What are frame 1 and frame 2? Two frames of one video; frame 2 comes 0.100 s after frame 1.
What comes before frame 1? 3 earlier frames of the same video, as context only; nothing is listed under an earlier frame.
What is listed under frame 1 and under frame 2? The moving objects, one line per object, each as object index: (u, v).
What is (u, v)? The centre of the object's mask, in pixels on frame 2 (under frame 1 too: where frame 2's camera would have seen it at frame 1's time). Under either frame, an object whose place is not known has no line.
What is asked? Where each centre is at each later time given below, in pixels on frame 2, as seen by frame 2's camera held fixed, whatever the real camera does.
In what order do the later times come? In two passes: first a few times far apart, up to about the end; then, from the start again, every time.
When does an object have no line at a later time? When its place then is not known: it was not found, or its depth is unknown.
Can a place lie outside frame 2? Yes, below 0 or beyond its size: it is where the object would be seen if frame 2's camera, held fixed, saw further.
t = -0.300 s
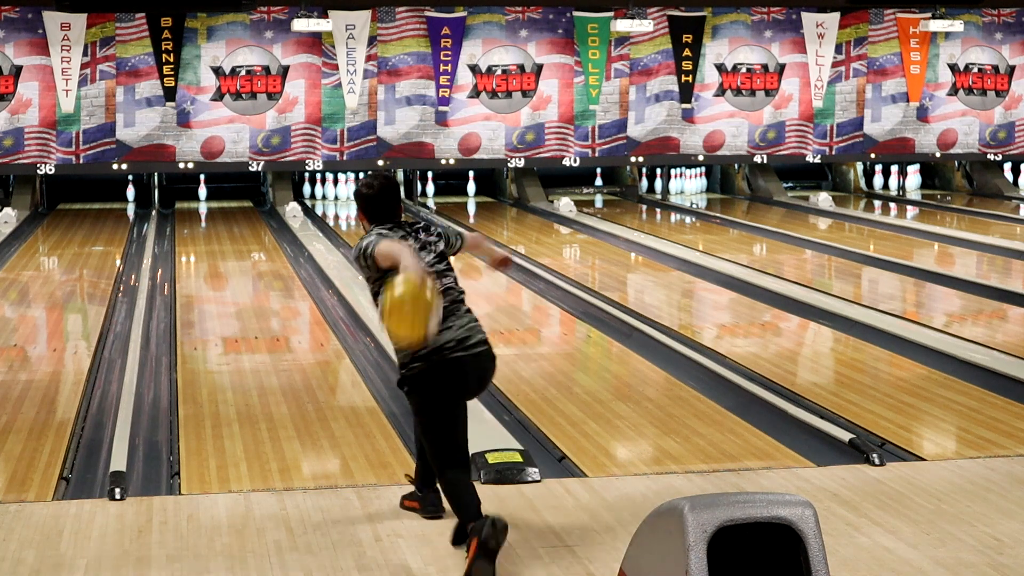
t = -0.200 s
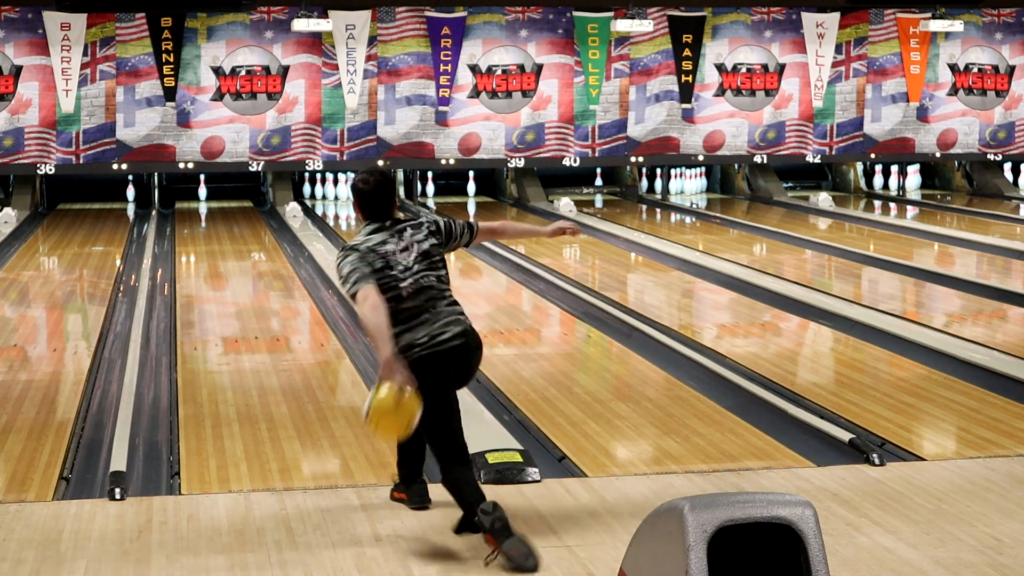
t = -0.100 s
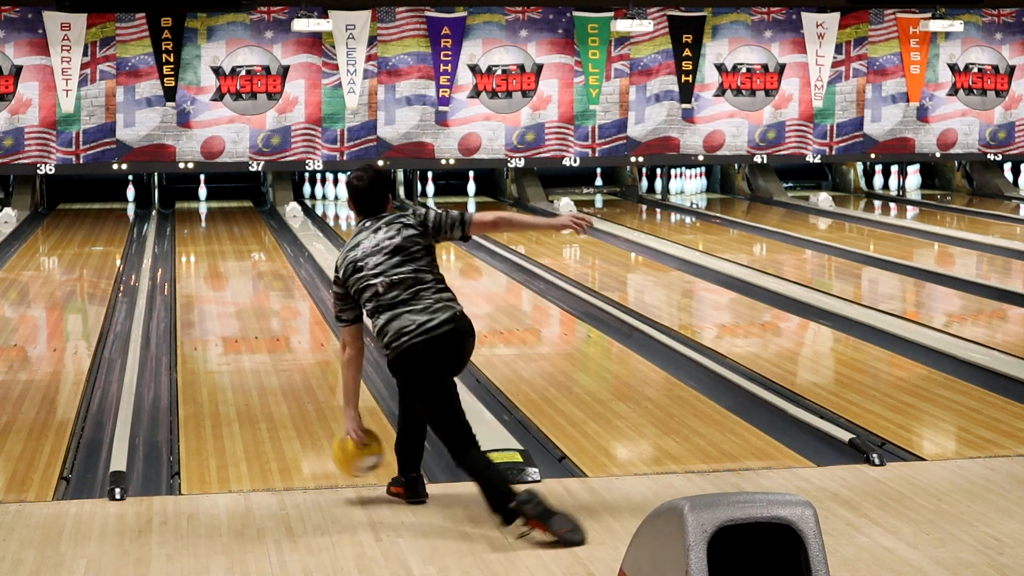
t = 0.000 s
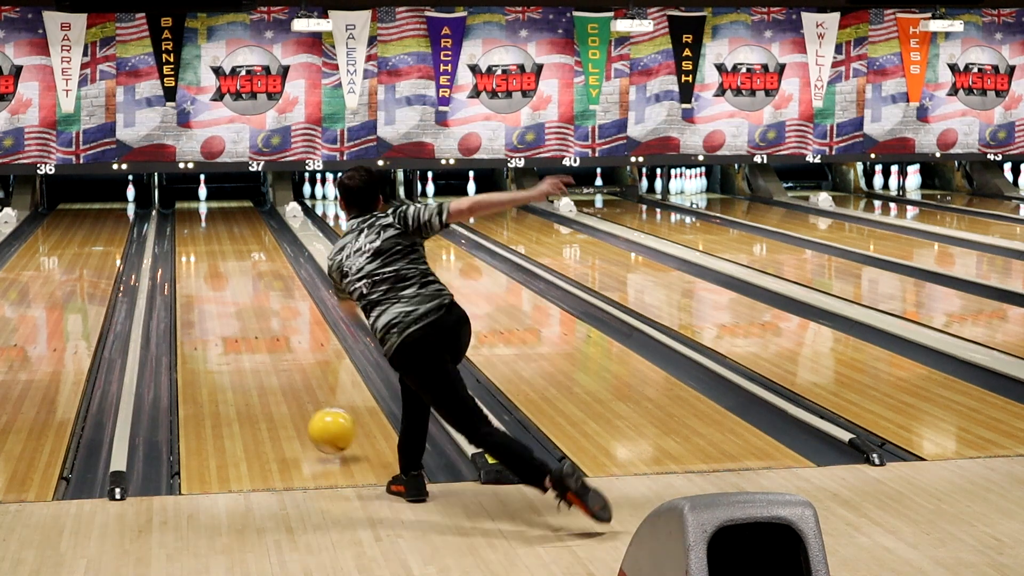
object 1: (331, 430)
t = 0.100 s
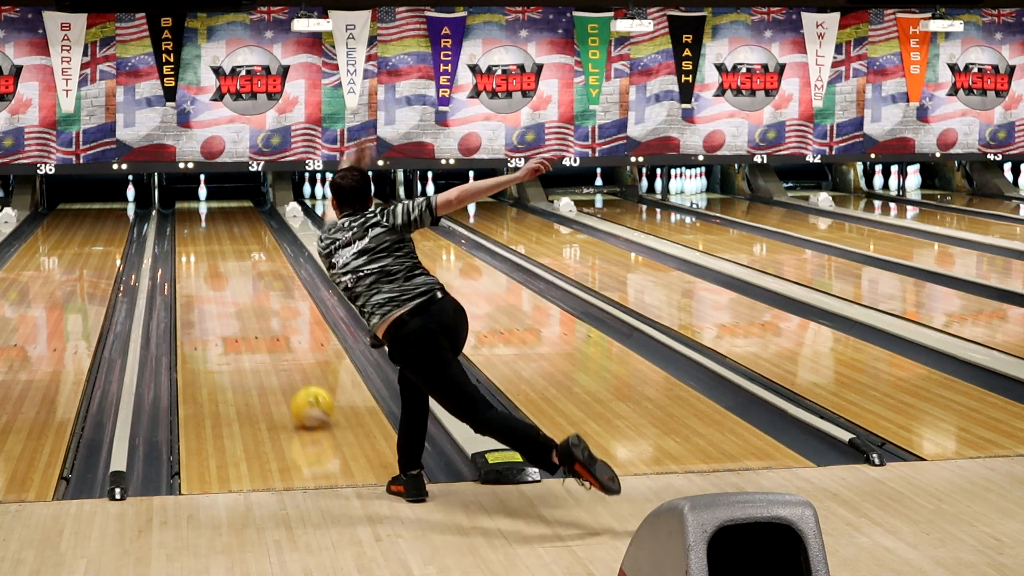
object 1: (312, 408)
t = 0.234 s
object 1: (291, 372)
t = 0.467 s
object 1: (263, 326)
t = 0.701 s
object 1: (243, 293)
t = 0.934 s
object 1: (229, 267)
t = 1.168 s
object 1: (218, 247)
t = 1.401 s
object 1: (209, 230)
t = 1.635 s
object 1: (203, 217)
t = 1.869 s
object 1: (197, 206)
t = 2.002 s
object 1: (196, 200)
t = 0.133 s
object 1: (307, 399)
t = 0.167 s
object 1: (301, 389)
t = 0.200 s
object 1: (296, 380)
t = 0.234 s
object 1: (291, 372)
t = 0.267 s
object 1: (286, 364)
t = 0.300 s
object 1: (282, 356)
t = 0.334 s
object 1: (278, 350)
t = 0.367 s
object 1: (274, 344)
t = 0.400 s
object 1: (270, 337)
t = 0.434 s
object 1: (266, 331)
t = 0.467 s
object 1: (263, 326)
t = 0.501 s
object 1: (260, 321)
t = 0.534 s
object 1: (257, 316)
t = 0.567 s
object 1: (254, 311)
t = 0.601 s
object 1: (251, 306)
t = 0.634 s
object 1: (248, 301)
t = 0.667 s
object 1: (246, 297)
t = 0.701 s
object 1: (243, 293)
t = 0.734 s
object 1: (241, 289)
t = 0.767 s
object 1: (239, 285)
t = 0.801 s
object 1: (237, 281)
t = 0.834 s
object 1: (235, 277)
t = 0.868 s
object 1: (233, 274)
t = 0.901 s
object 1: (230, 270)
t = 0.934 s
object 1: (229, 267)
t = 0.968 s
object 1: (227, 263)
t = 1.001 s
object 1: (225, 261)
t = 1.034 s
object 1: (224, 257)
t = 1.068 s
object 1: (222, 255)
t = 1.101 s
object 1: (221, 252)
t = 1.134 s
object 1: (219, 249)
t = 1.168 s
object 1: (218, 247)
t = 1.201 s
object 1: (216, 244)
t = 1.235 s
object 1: (215, 242)
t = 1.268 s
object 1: (214, 239)
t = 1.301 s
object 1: (213, 237)
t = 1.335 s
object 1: (212, 235)
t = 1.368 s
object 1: (211, 233)
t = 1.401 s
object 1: (209, 230)
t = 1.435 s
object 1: (208, 228)
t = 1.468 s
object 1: (207, 226)
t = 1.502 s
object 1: (206, 224)
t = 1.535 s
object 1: (205, 223)
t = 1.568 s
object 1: (204, 221)
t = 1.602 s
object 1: (203, 219)
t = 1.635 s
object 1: (203, 217)
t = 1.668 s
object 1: (202, 215)
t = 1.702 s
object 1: (201, 214)
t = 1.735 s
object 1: (200, 212)
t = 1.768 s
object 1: (200, 211)
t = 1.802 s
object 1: (199, 210)
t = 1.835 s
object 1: (198, 208)
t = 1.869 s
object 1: (197, 206)
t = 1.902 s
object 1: (197, 205)
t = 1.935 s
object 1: (196, 203)
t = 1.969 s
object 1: (196, 202)
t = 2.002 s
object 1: (196, 200)
